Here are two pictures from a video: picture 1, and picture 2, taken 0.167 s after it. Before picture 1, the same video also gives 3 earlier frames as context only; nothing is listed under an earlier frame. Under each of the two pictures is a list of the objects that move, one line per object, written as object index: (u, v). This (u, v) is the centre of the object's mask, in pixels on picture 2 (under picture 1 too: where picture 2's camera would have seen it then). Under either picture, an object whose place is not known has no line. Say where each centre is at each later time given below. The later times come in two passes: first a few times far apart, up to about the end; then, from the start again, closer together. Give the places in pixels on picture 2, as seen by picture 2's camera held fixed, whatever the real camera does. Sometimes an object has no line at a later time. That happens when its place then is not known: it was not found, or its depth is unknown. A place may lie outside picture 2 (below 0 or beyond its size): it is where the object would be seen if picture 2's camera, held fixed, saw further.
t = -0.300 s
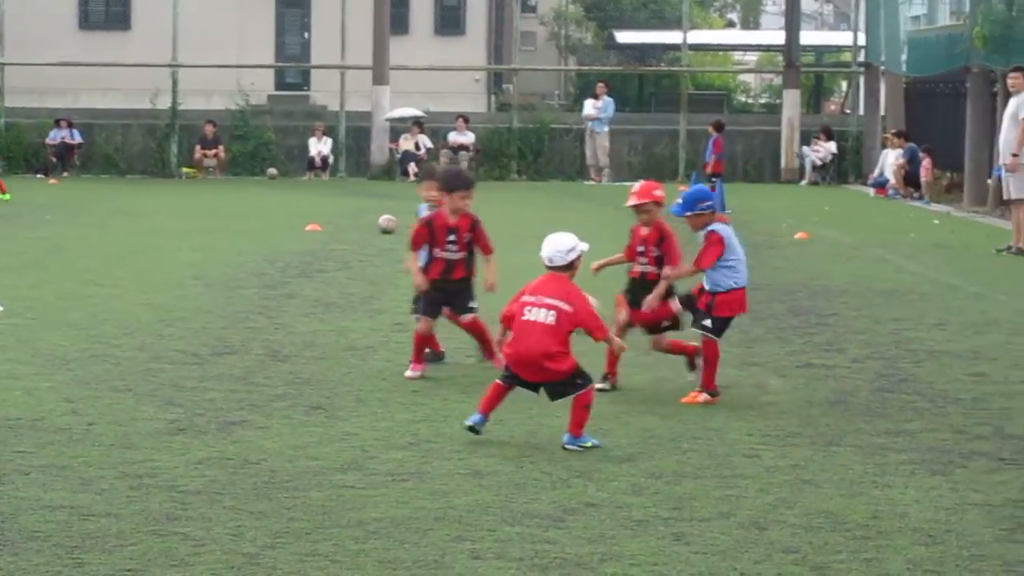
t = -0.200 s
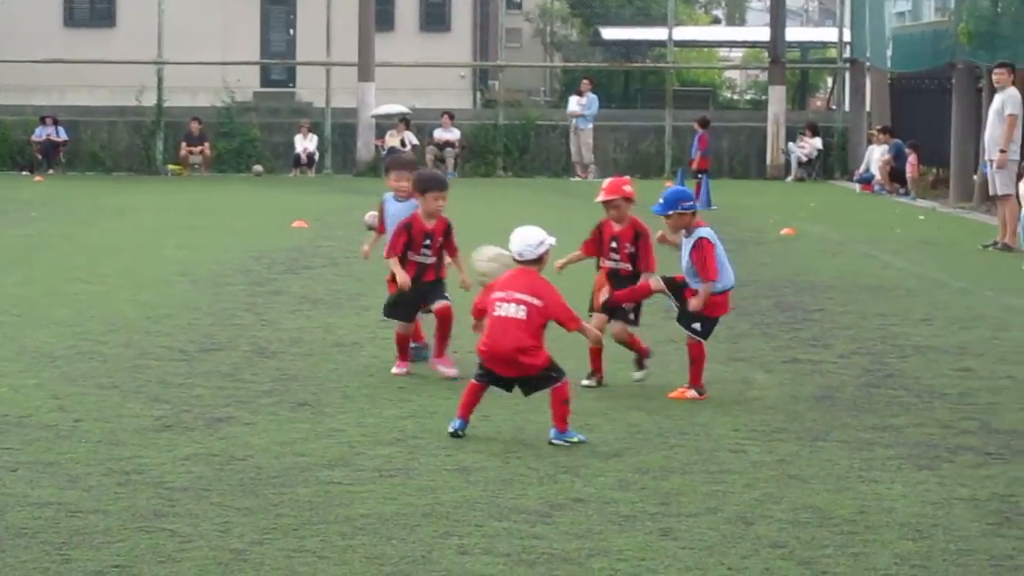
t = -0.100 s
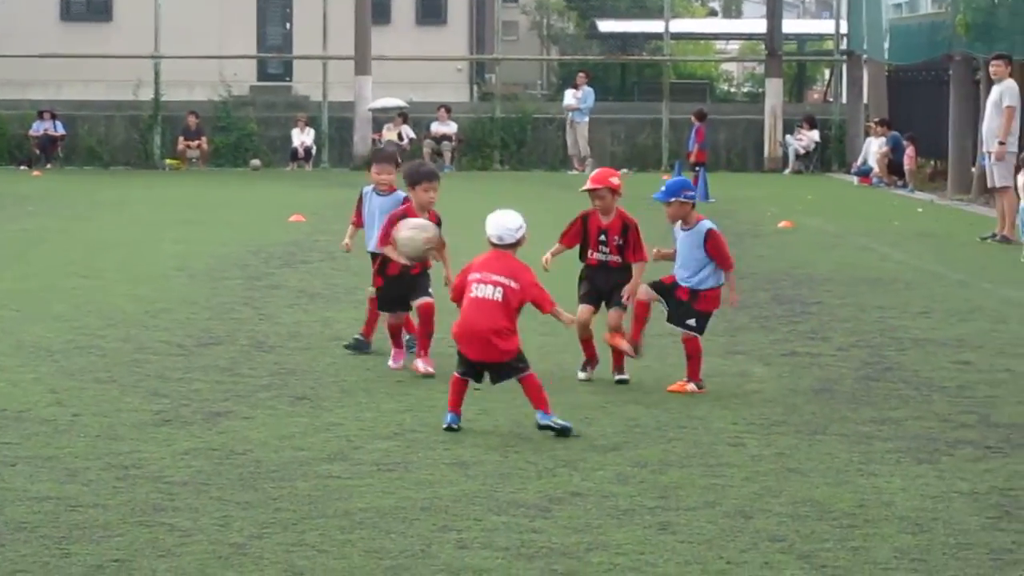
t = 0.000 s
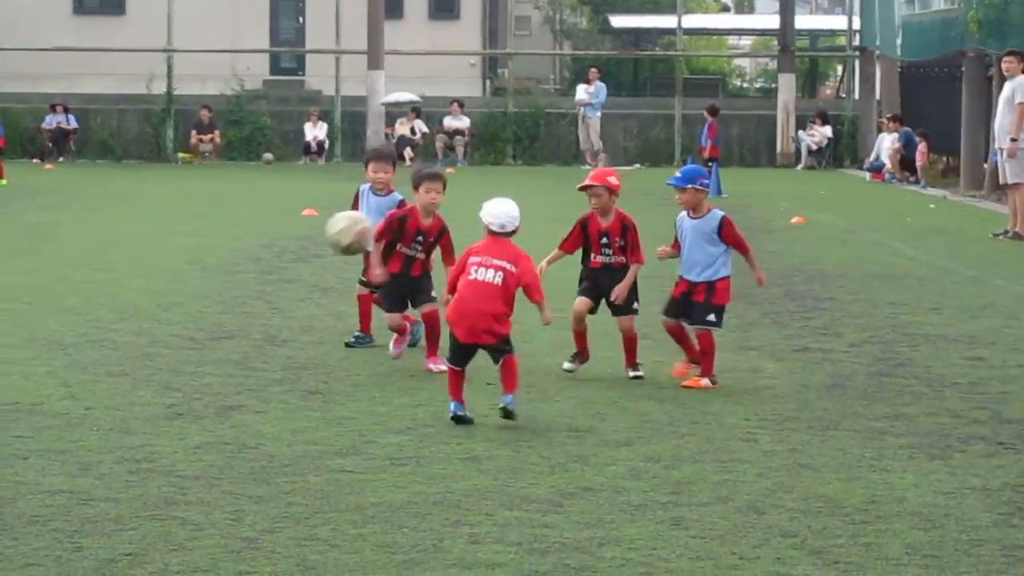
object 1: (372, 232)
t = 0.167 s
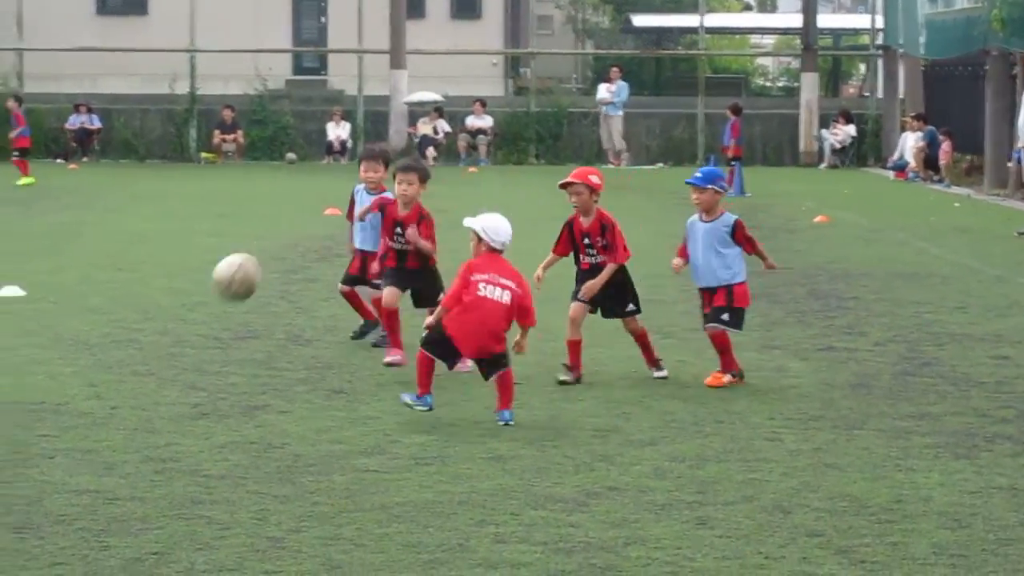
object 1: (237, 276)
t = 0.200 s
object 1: (209, 294)
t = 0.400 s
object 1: (58, 380)
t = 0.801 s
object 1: (-90, 327)
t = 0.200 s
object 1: (209, 294)
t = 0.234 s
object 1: (179, 314)
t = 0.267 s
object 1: (151, 335)
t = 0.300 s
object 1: (121, 362)
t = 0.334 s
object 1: (92, 389)
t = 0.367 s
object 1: (70, 401)
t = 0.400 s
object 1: (58, 380)
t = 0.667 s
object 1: (-37, 303)
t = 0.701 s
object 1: (-50, 304)
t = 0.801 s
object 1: (-90, 327)
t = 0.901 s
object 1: (-133, 374)
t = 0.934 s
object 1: (-148, 396)
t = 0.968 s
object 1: (-161, 422)
